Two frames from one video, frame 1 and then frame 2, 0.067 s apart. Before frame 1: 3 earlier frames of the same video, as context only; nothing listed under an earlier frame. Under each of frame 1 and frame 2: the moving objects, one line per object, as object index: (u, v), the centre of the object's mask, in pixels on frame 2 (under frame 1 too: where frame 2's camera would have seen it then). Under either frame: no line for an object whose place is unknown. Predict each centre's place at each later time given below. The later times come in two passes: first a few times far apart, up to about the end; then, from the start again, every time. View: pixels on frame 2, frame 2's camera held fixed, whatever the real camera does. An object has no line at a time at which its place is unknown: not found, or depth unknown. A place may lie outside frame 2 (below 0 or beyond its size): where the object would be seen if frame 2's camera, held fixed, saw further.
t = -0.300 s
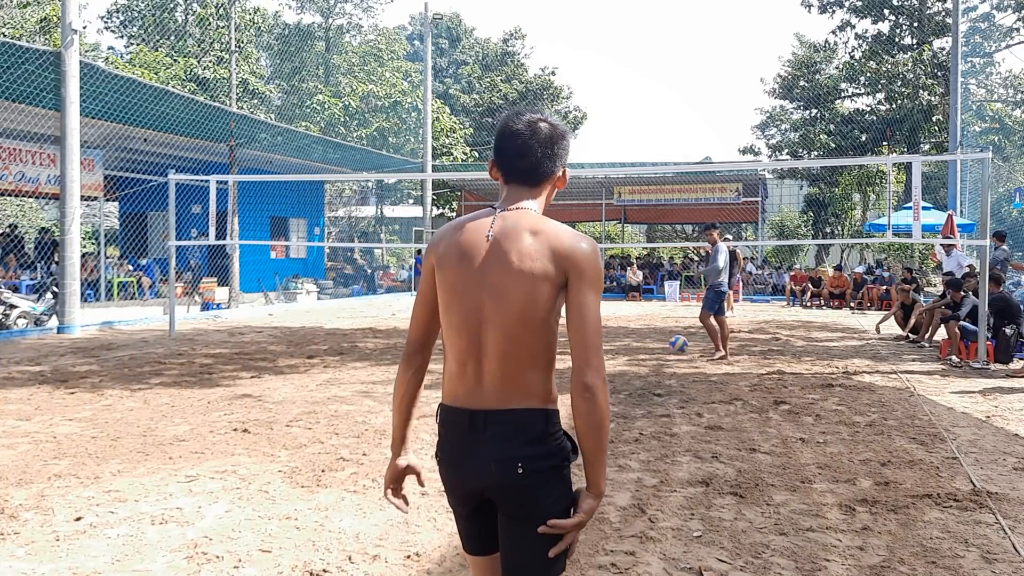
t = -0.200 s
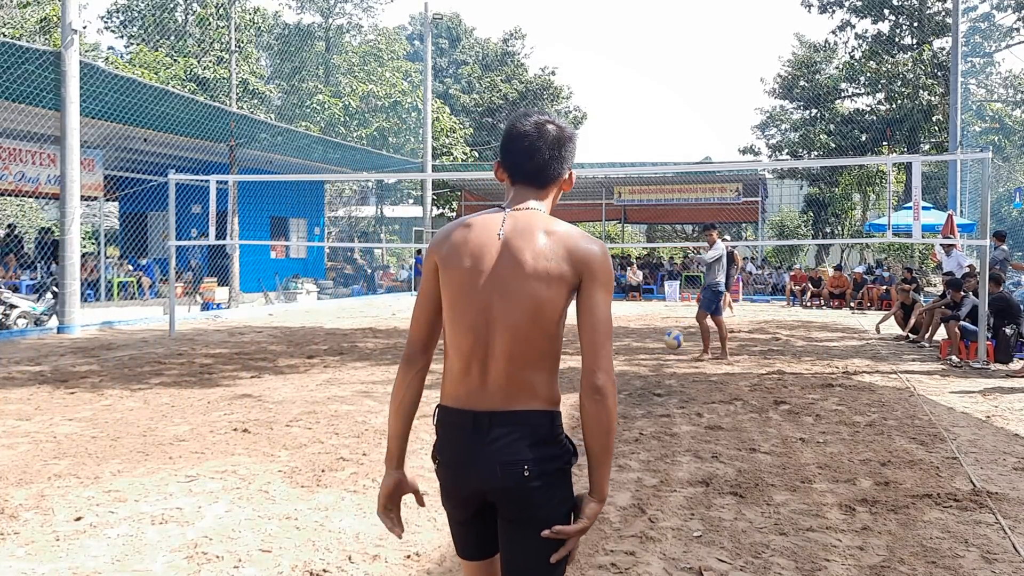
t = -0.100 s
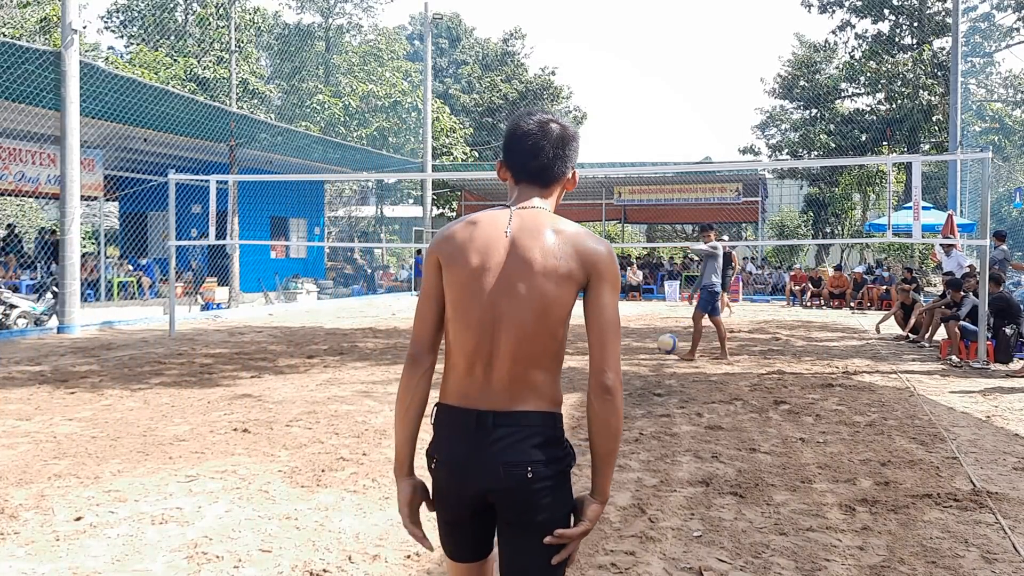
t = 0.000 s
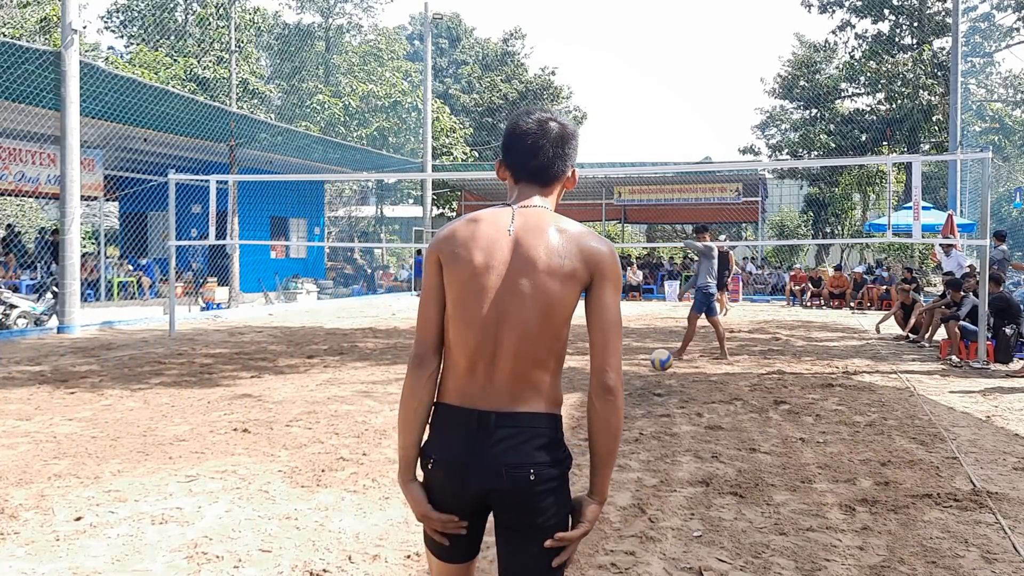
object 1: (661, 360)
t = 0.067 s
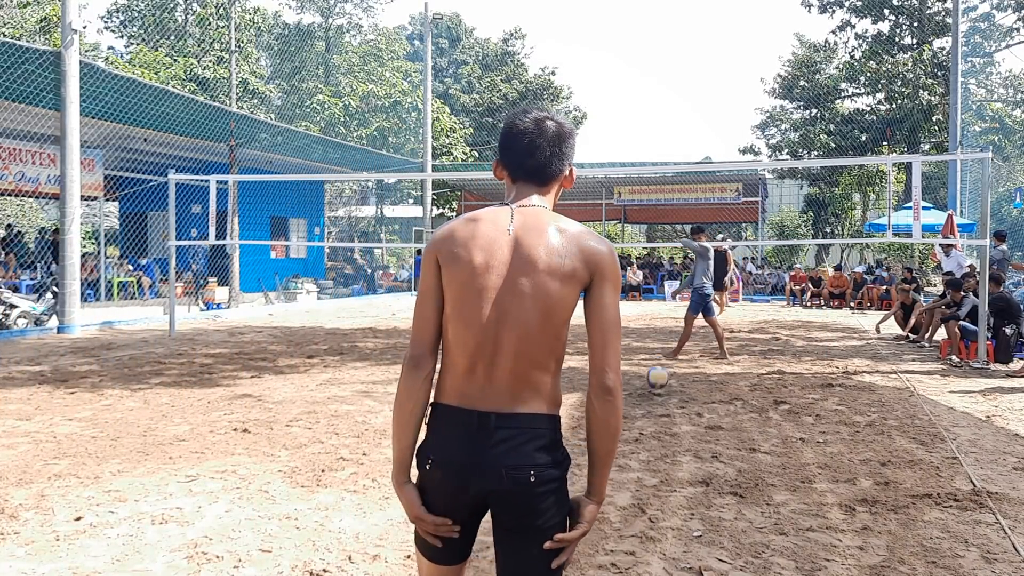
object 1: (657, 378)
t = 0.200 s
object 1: (644, 385)
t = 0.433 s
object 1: (613, 419)
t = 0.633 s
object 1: (579, 445)
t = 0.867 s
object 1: (537, 475)
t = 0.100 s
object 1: (655, 388)
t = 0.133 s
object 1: (651, 389)
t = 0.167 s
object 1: (648, 386)
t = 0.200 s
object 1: (644, 385)
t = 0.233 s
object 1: (640, 385)
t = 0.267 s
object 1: (636, 387)
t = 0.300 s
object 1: (632, 389)
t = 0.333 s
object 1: (627, 394)
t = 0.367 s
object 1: (622, 401)
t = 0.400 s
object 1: (618, 409)
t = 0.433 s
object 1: (613, 419)
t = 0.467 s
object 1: (608, 423)
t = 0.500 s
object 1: (602, 425)
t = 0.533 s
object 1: (597, 427)
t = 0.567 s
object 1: (591, 432)
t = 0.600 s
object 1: (585, 439)
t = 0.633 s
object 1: (579, 445)
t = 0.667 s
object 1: (572, 445)
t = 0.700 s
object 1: (566, 446)
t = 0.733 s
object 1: (559, 449)
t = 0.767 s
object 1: (552, 454)
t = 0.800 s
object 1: (546, 463)
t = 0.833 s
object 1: (541, 474)
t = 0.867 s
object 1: (537, 475)
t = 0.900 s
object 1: (532, 476)
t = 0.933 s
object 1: (525, 484)
